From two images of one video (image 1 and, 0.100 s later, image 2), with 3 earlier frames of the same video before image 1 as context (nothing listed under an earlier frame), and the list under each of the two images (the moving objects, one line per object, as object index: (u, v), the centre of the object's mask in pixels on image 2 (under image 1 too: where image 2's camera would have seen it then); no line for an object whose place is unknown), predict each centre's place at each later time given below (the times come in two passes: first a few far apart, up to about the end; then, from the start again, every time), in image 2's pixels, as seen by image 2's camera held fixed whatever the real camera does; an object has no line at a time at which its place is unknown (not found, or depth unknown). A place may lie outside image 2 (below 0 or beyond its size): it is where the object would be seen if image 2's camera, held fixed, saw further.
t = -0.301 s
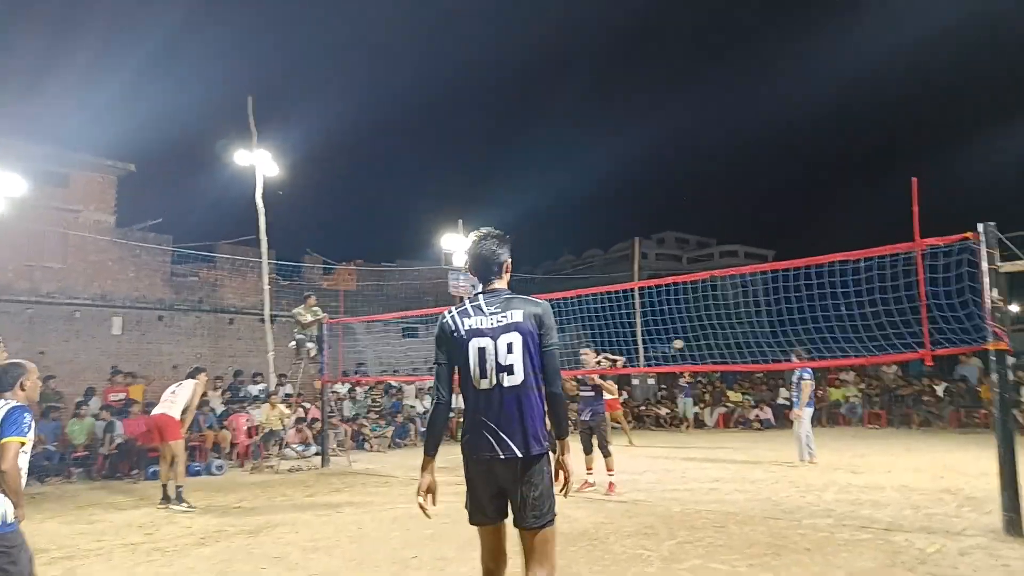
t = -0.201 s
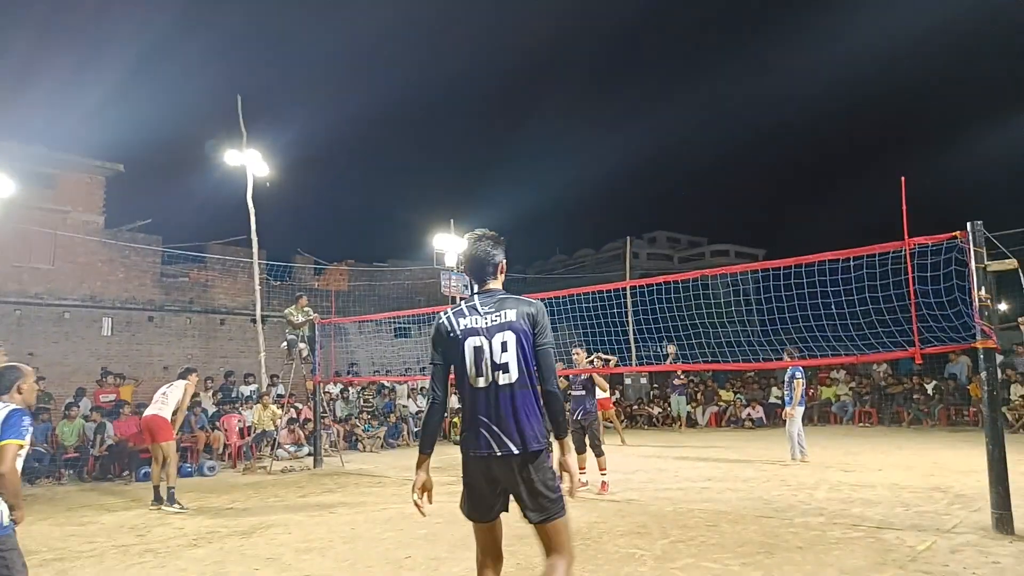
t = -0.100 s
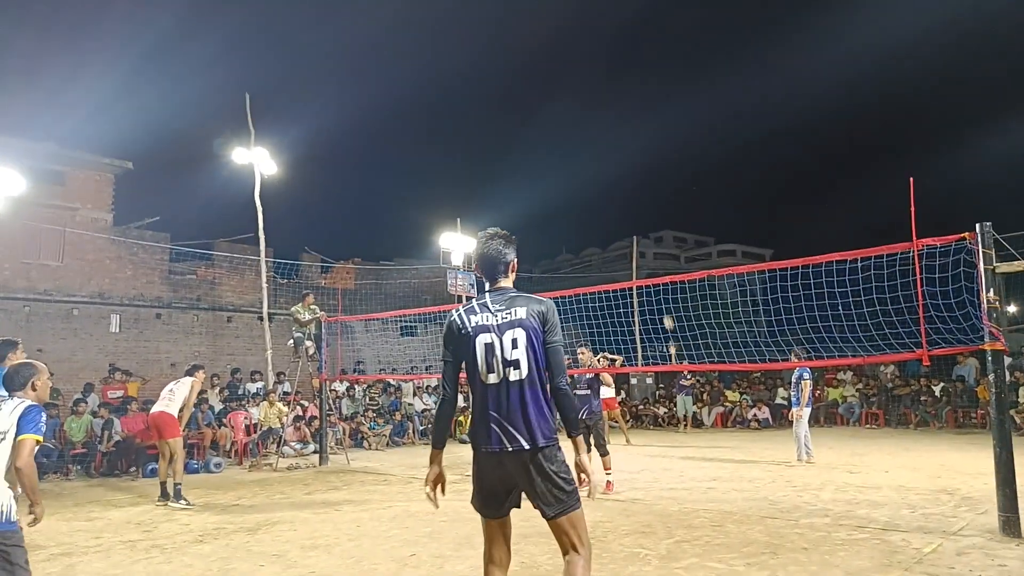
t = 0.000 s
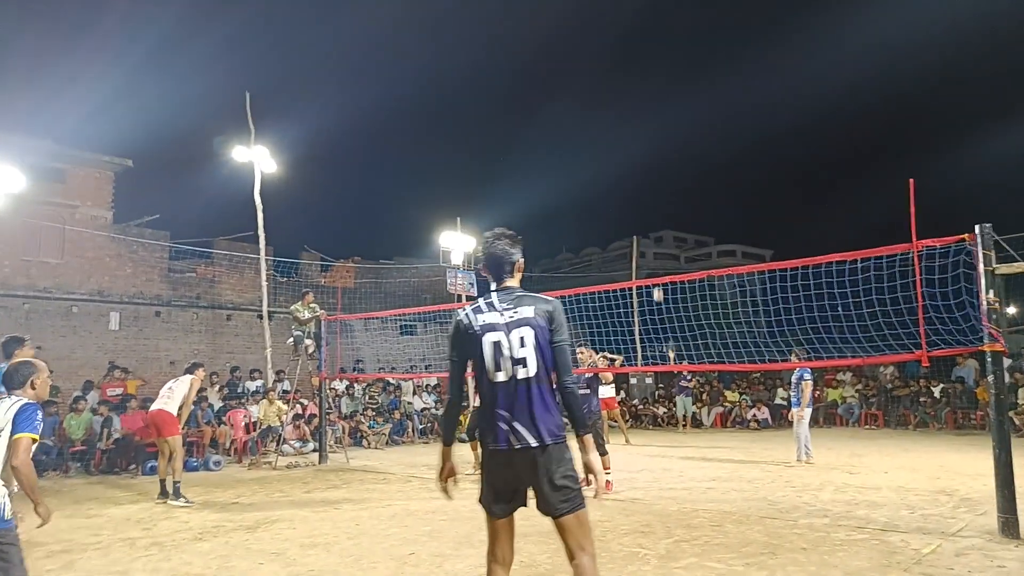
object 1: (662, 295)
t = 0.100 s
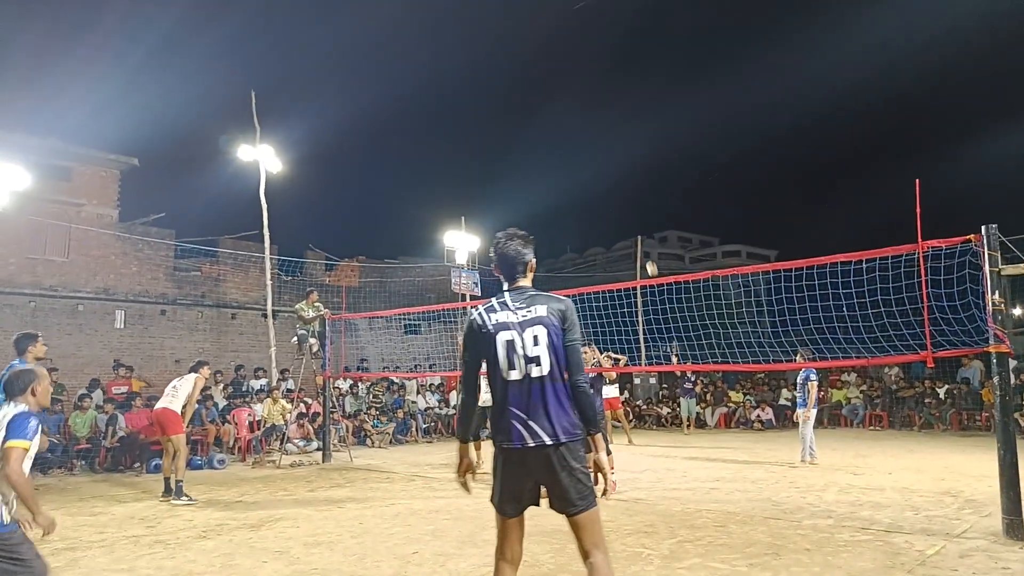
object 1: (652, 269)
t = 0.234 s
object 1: (637, 238)
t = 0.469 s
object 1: (609, 203)
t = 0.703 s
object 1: (577, 193)
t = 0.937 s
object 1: (538, 217)
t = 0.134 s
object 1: (648, 261)
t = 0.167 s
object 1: (644, 253)
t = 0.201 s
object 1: (641, 245)
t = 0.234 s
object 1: (637, 238)
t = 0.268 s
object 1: (633, 232)
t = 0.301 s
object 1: (629, 226)
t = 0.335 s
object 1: (625, 220)
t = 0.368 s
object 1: (621, 215)
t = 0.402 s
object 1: (617, 211)
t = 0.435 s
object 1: (613, 207)
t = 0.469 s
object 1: (609, 203)
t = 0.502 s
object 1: (604, 200)
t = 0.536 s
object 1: (600, 197)
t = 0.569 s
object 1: (595, 195)
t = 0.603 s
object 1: (591, 194)
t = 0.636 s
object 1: (586, 193)
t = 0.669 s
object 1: (582, 193)
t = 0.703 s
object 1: (577, 193)
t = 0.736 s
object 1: (572, 194)
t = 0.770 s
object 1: (566, 196)
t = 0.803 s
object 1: (561, 199)
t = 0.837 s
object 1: (556, 202)
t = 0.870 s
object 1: (550, 206)
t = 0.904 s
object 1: (544, 211)
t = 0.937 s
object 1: (538, 217)
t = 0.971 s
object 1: (532, 224)
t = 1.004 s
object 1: (525, 233)
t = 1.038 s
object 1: (519, 242)
